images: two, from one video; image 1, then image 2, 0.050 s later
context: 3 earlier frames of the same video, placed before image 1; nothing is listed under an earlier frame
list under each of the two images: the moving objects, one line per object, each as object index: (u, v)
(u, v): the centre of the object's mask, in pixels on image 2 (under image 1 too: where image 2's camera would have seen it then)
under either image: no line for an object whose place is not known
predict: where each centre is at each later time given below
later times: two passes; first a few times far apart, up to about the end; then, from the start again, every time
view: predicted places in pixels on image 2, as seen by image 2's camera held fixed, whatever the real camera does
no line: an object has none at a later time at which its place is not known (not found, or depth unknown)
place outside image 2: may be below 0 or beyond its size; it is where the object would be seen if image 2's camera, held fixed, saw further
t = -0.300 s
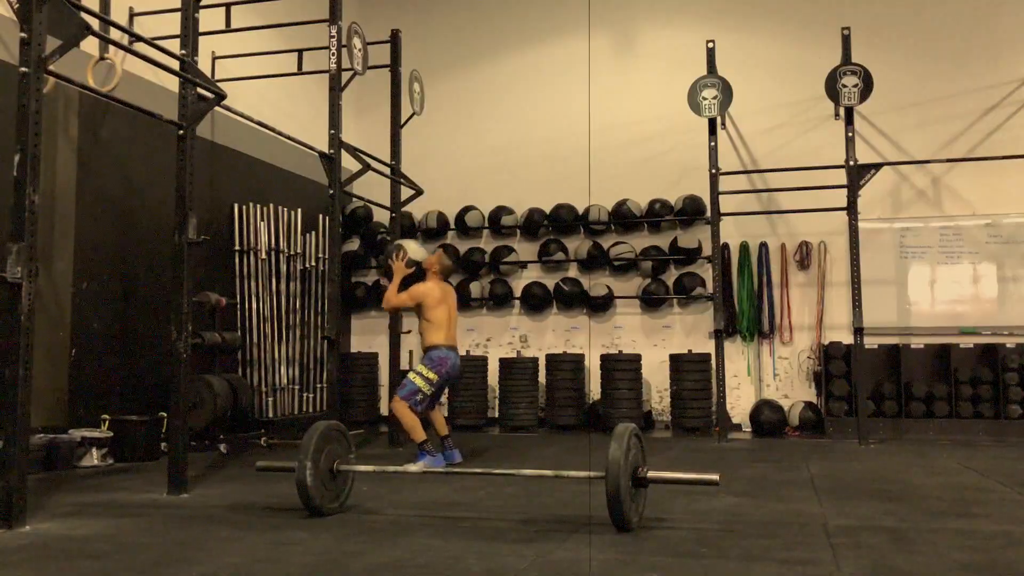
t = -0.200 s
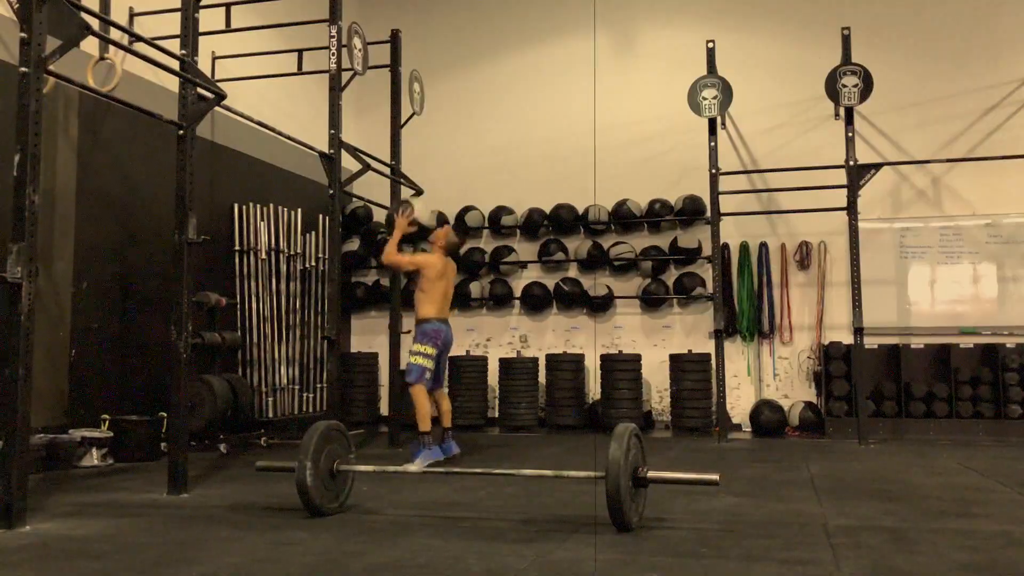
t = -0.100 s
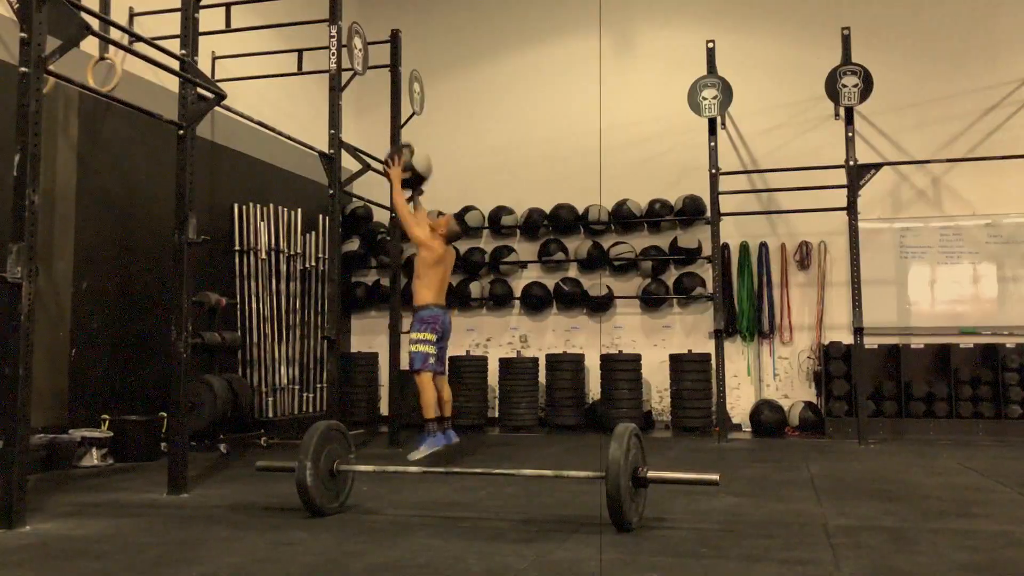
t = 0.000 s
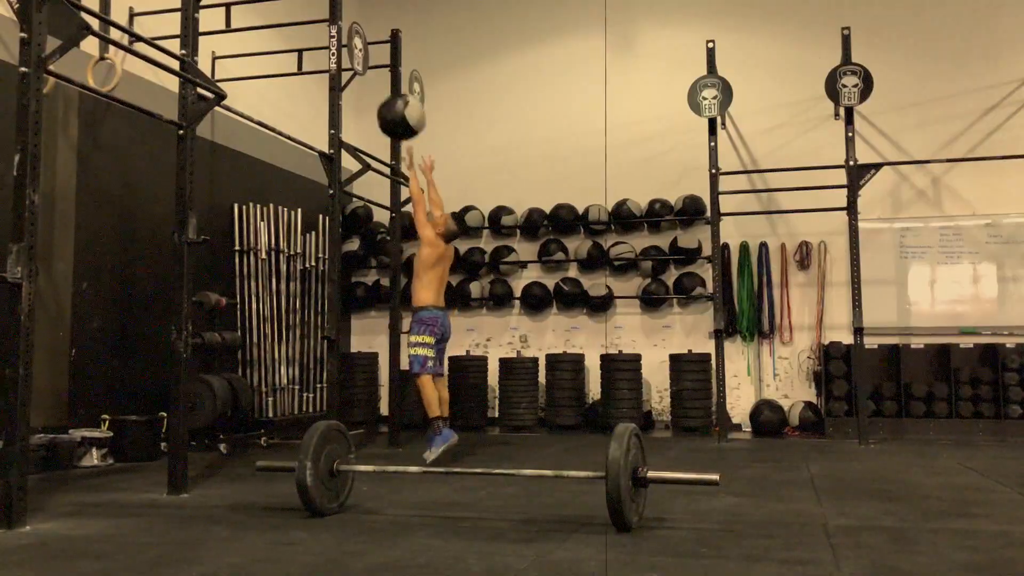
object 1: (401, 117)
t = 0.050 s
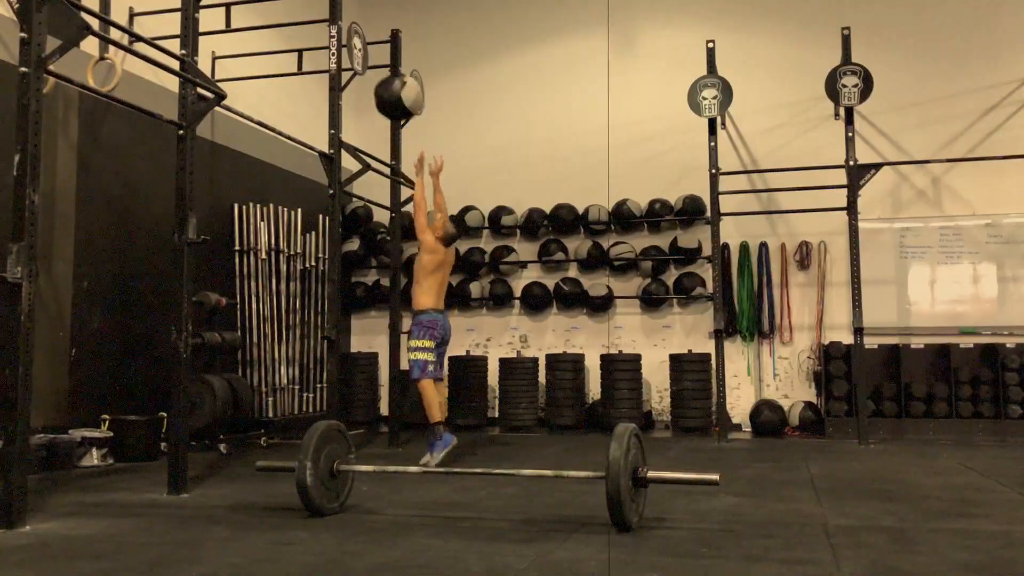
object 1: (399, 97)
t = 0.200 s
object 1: (389, 57)
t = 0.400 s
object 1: (377, 49)
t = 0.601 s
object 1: (383, 83)
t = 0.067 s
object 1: (397, 91)
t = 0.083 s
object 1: (396, 86)
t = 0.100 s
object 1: (395, 81)
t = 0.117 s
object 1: (394, 76)
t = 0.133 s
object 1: (392, 71)
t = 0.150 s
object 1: (392, 67)
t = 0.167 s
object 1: (391, 64)
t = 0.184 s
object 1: (390, 60)
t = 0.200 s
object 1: (389, 57)
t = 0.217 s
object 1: (388, 54)
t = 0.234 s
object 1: (387, 52)
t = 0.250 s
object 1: (386, 50)
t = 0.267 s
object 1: (385, 48)
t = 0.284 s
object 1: (384, 47)
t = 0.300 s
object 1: (383, 46)
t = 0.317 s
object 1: (382, 46)
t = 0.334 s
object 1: (381, 46)
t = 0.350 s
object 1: (380, 46)
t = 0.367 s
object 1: (379, 46)
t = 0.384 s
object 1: (378, 47)
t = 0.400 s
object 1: (377, 49)
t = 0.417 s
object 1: (377, 50)
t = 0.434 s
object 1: (377, 51)
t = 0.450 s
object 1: (376, 54)
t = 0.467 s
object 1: (376, 56)
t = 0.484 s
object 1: (377, 58)
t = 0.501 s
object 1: (378, 60)
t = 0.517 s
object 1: (379, 63)
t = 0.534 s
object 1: (380, 66)
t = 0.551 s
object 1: (381, 70)
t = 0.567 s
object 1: (381, 74)
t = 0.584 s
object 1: (382, 78)
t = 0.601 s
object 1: (383, 83)
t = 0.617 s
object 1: (384, 88)
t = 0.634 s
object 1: (384, 93)
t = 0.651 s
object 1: (385, 99)
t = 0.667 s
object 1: (386, 105)
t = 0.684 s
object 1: (387, 112)
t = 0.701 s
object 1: (387, 119)
